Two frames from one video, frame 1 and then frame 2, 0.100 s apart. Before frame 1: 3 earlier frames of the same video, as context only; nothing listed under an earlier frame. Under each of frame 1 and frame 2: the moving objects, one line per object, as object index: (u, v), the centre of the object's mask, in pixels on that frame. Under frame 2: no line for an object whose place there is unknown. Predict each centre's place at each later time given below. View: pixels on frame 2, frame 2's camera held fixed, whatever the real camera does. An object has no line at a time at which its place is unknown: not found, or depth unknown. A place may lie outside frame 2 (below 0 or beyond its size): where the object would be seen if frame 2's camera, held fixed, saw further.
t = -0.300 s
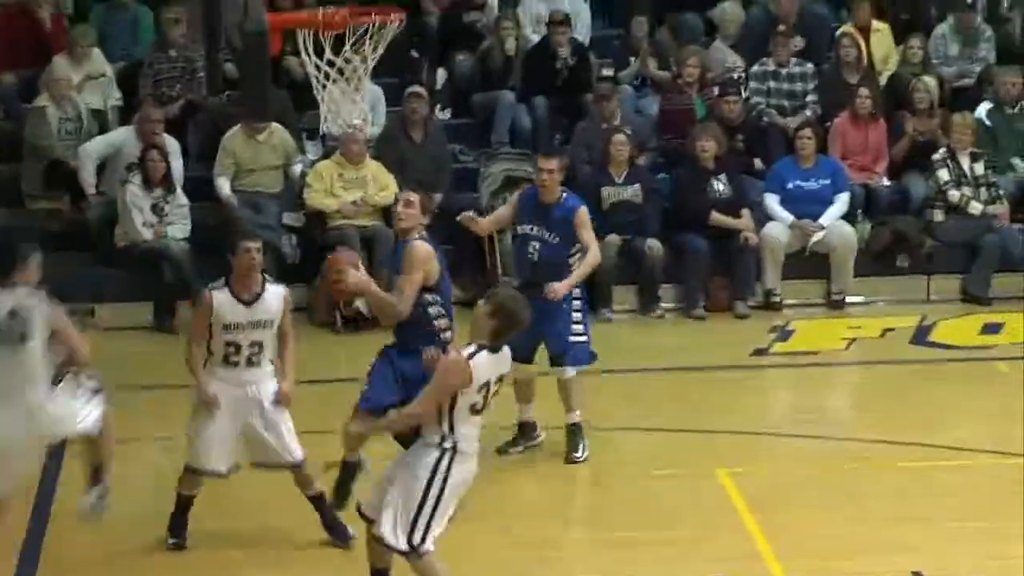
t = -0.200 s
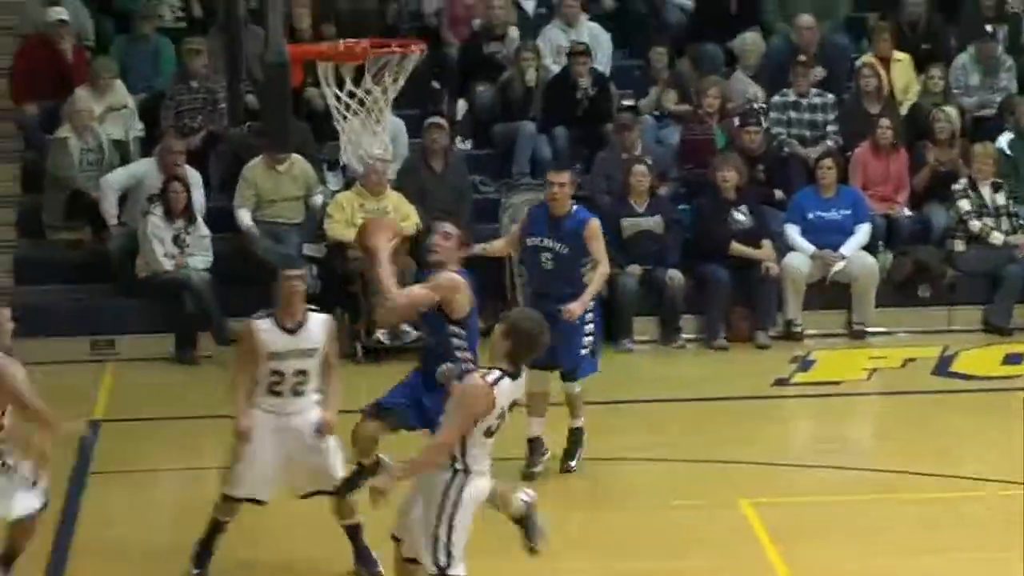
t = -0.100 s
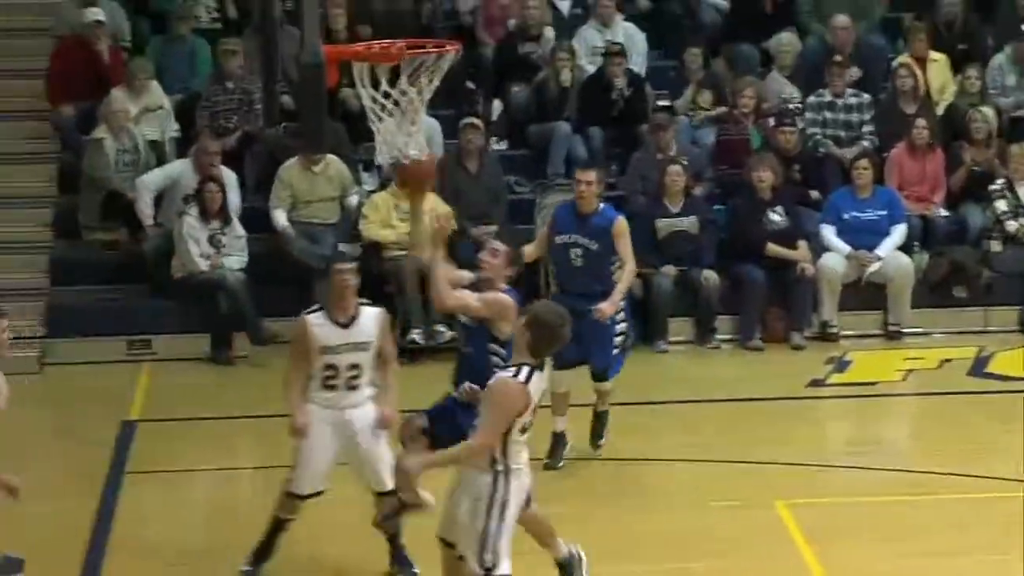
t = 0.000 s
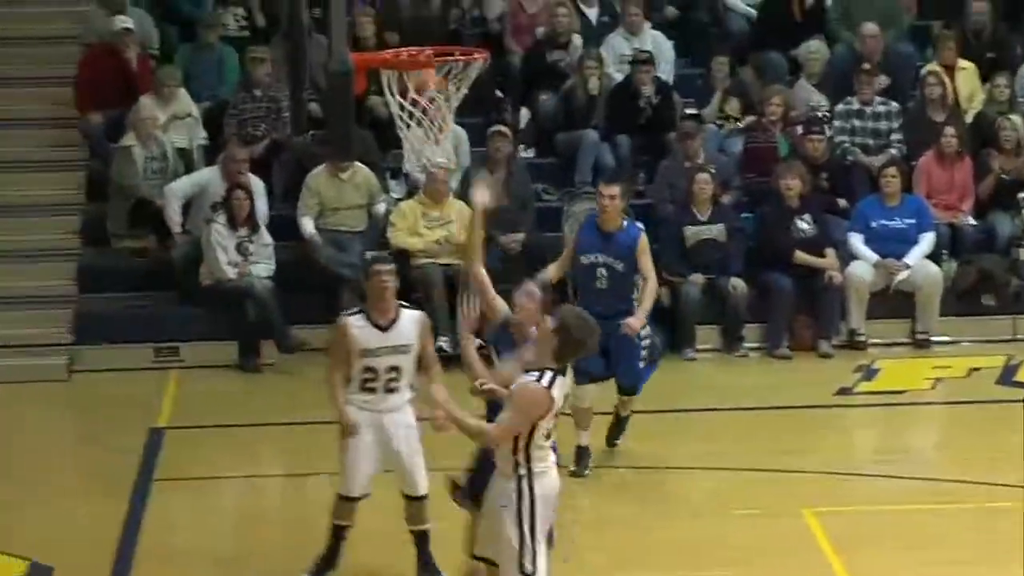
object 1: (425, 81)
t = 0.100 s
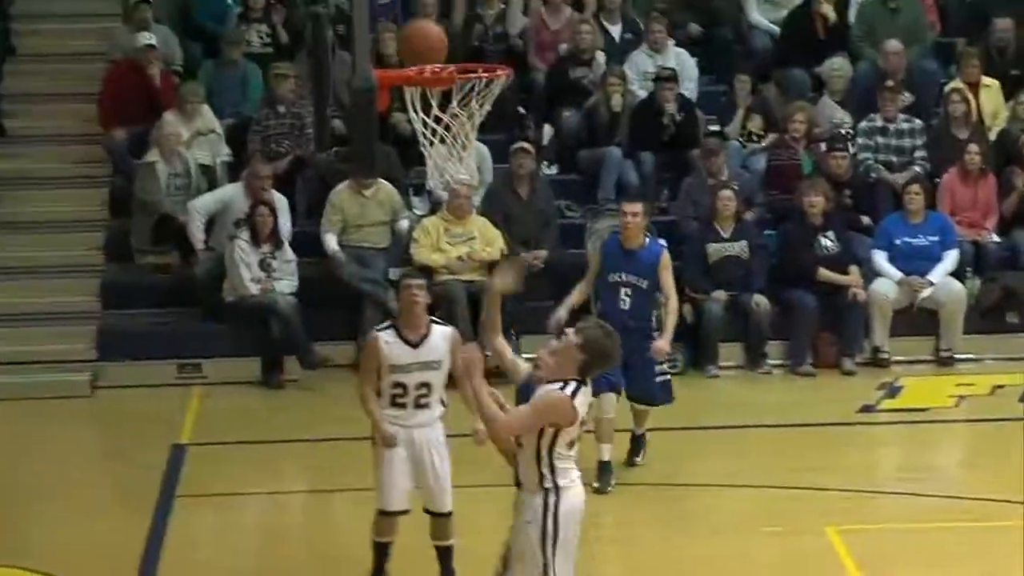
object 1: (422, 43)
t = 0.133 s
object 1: (415, 28)
